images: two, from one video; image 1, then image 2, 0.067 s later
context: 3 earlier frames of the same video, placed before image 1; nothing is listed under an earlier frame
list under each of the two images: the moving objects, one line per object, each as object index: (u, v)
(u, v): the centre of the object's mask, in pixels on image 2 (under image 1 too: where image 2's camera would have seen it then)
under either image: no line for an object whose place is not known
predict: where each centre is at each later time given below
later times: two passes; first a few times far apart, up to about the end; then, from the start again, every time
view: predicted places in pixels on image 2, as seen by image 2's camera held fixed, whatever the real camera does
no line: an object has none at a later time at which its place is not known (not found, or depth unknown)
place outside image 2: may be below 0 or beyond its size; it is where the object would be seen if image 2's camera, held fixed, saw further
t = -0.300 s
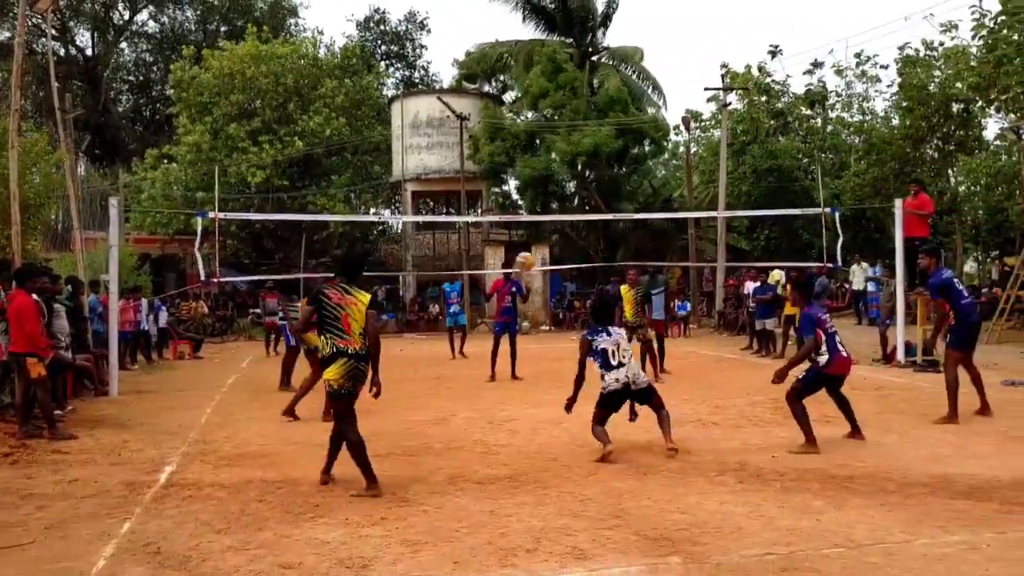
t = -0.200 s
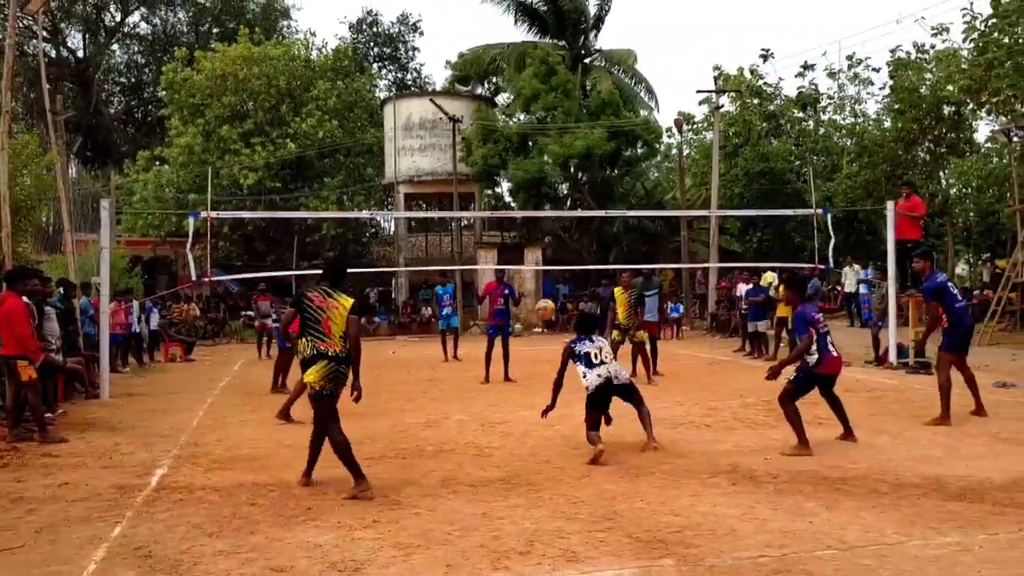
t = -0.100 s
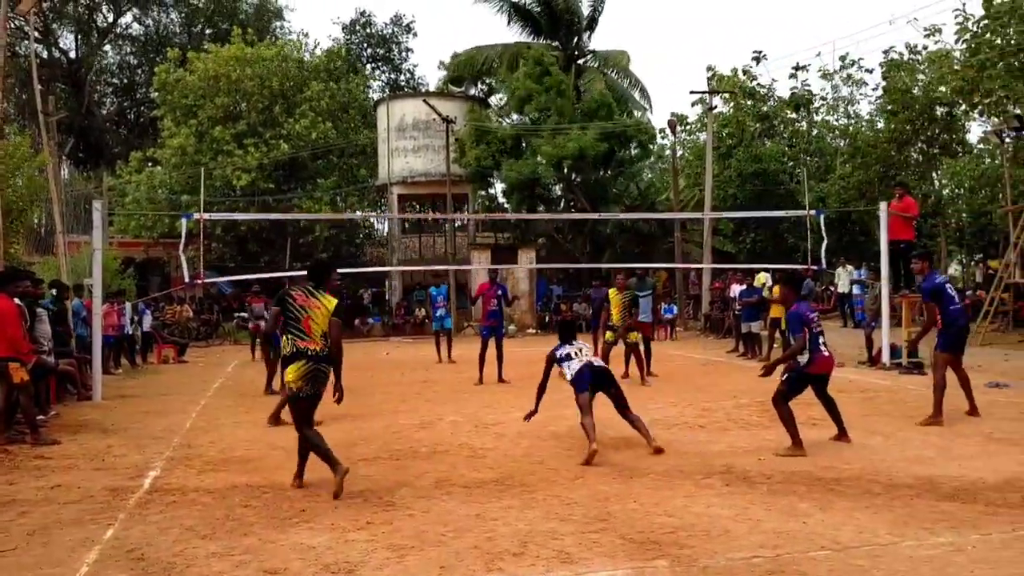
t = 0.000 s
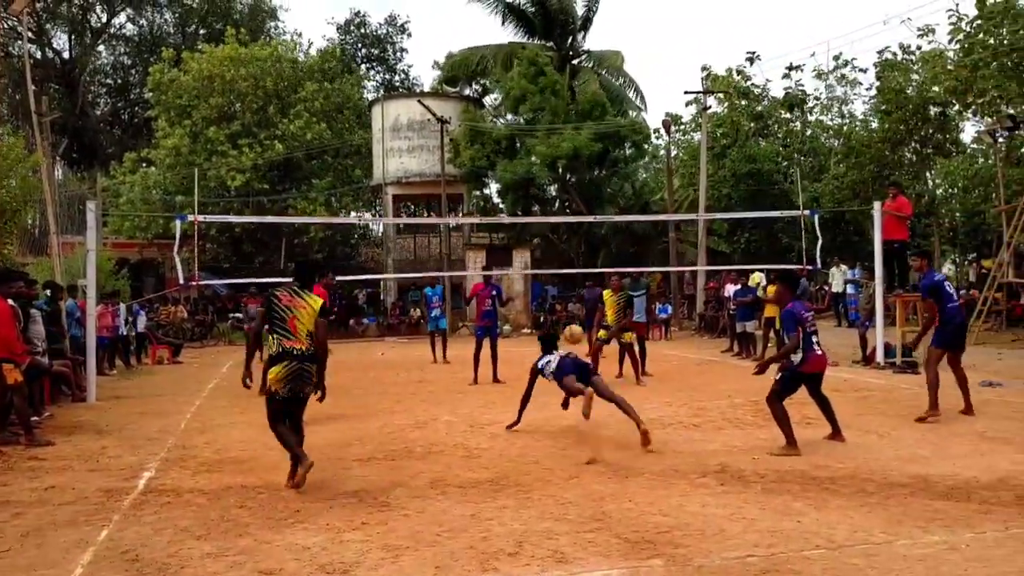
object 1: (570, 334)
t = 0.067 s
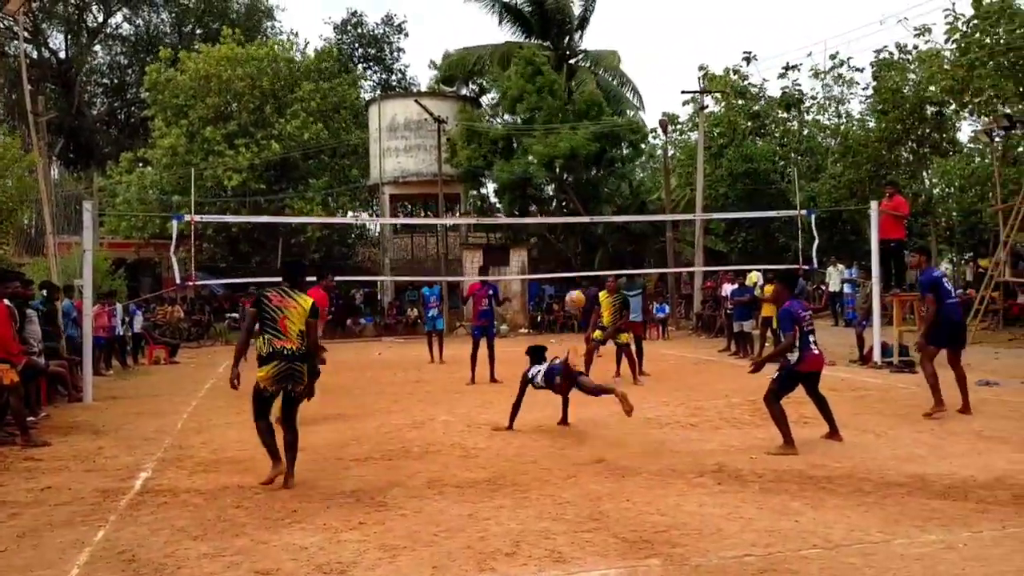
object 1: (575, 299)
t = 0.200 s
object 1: (583, 248)
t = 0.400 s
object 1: (594, 204)
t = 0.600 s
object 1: (605, 195)
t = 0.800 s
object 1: (618, 215)
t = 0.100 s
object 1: (576, 285)
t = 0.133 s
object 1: (579, 271)
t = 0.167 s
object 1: (580, 258)
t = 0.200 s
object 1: (583, 248)
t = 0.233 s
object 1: (584, 237)
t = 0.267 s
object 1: (586, 229)
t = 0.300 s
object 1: (588, 222)
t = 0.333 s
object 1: (590, 215)
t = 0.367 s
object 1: (592, 209)
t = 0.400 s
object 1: (594, 204)
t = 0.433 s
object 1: (596, 200)
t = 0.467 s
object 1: (598, 198)
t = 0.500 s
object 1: (600, 196)
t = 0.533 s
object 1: (602, 195)
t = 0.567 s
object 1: (604, 194)
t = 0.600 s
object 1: (605, 195)
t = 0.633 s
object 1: (607, 197)
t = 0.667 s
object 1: (609, 199)
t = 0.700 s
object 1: (612, 202)
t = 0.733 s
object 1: (613, 205)
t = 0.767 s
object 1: (615, 209)
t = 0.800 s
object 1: (618, 215)
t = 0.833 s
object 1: (620, 222)
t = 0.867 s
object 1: (620, 227)
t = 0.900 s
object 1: (622, 235)
